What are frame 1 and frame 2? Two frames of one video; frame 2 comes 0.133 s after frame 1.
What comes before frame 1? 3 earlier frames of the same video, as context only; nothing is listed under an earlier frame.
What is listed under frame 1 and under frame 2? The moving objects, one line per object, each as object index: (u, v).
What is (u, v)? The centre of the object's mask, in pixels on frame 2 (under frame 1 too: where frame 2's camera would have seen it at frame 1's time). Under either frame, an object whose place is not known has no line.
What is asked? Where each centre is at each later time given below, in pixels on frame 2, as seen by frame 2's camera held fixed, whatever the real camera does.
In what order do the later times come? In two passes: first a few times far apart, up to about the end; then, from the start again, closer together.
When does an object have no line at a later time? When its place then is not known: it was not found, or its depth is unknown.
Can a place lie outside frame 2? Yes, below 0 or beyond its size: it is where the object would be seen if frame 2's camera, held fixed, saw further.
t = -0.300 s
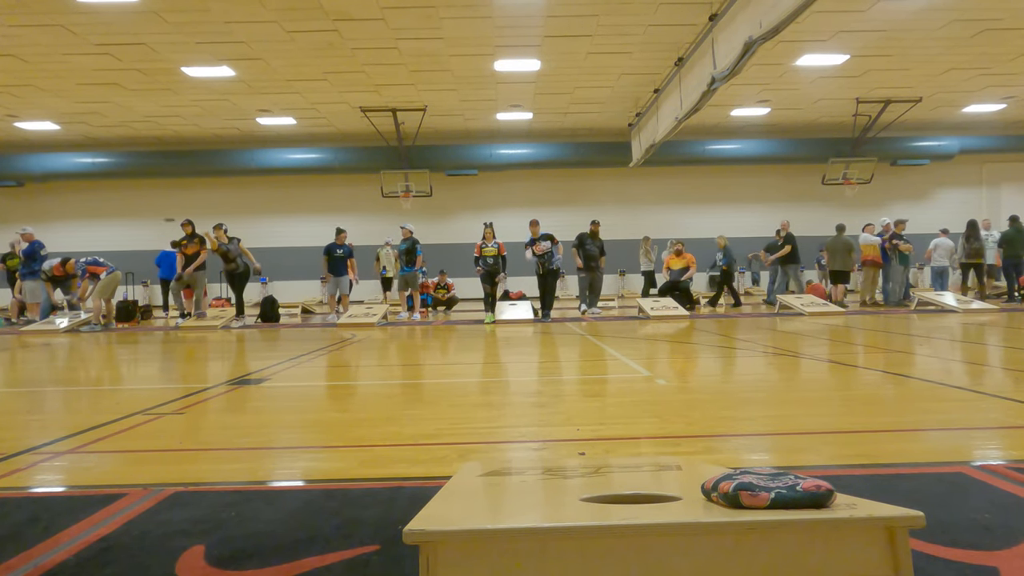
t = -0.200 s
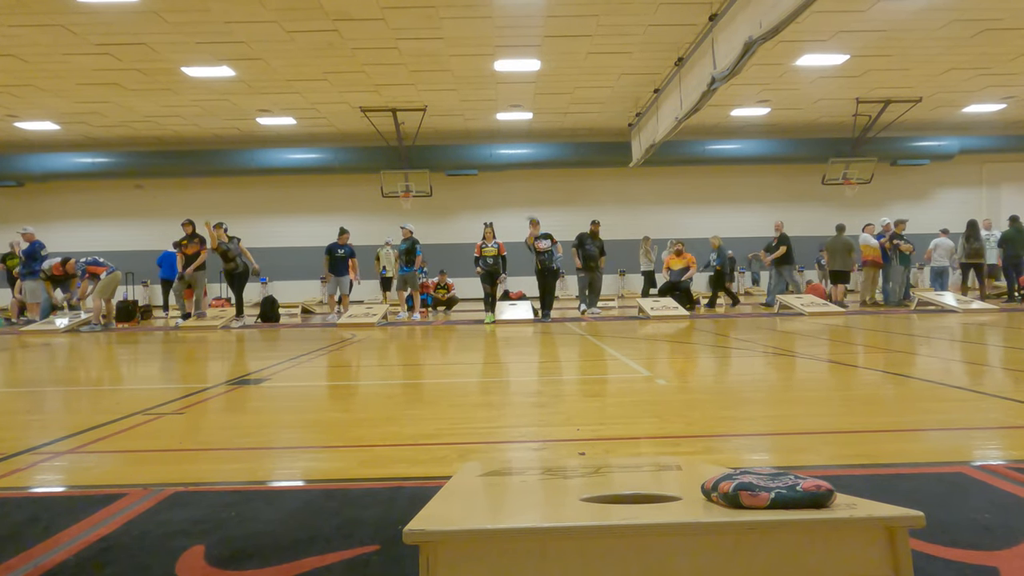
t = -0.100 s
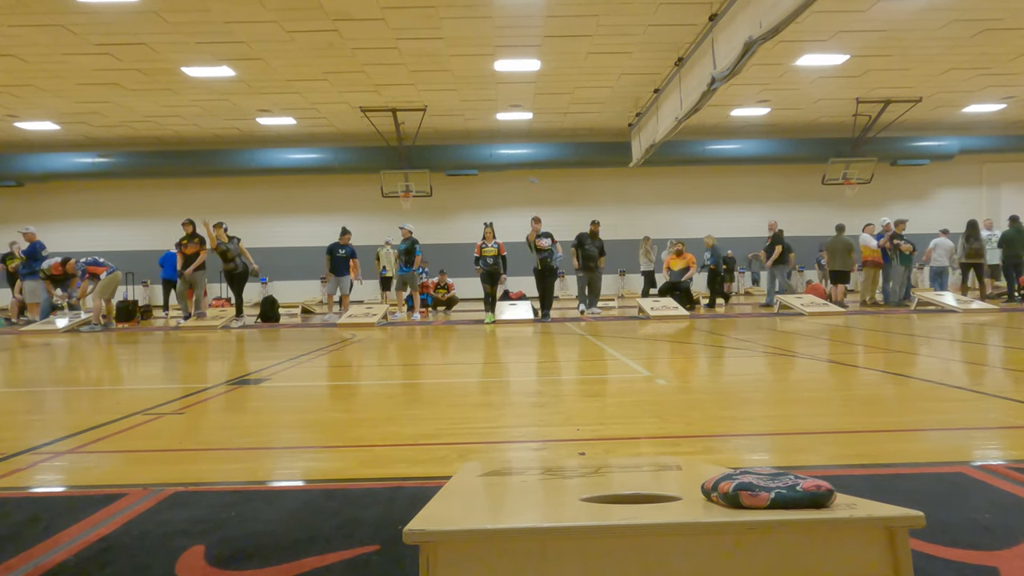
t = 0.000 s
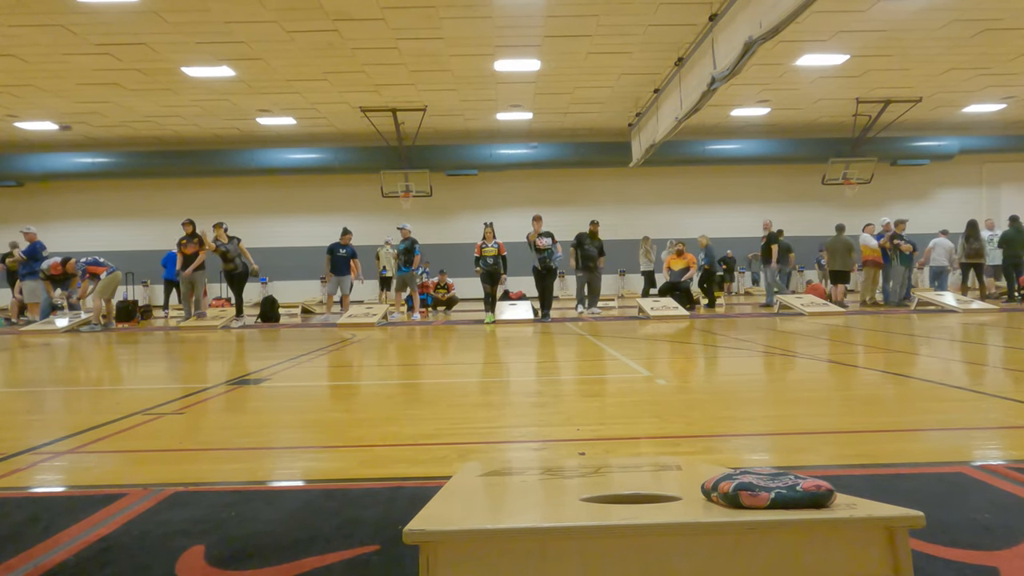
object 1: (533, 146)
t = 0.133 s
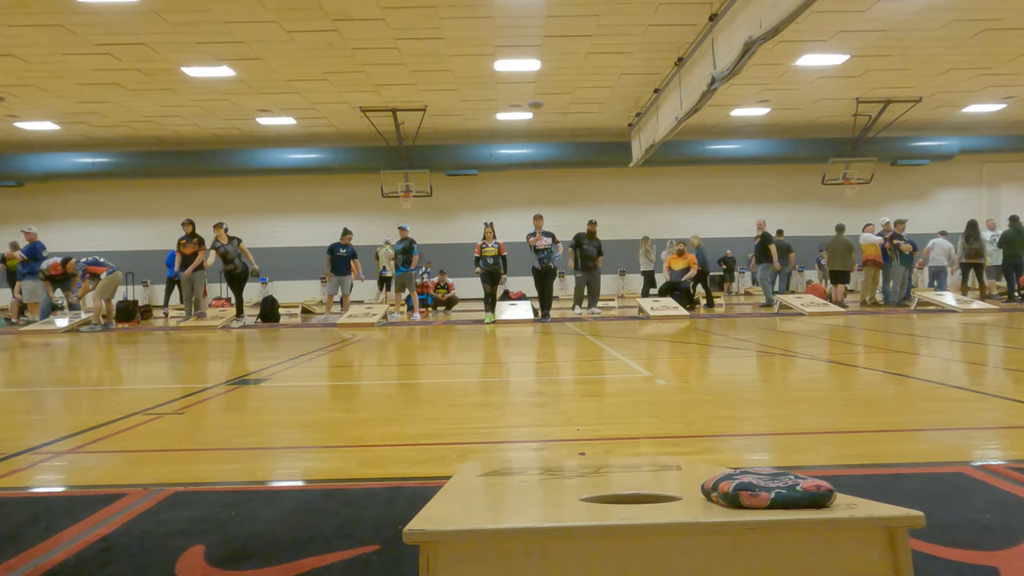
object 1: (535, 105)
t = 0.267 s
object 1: (540, 71)
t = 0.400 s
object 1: (541, 48)
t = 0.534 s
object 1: (547, 44)
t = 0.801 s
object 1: (570, 140)
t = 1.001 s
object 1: (615, 455)
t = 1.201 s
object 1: (626, 464)
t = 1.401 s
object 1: (633, 469)
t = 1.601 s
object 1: (633, 469)
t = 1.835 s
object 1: (633, 469)
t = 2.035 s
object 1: (633, 469)
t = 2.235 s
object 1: (633, 469)
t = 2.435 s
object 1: (633, 469)
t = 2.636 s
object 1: (633, 469)
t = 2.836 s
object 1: (633, 469)
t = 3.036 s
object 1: (633, 469)
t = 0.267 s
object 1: (540, 71)
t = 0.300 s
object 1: (540, 64)
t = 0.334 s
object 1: (542, 58)
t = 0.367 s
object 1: (541, 53)
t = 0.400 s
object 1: (541, 48)
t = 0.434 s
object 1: (542, 46)
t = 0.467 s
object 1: (544, 44)
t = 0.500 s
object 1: (545, 44)
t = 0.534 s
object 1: (547, 44)
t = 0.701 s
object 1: (557, 79)
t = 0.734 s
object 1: (560, 95)
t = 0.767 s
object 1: (565, 115)
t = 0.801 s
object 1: (570, 140)
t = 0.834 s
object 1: (575, 170)
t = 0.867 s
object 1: (579, 210)
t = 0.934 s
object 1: (596, 327)
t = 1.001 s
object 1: (615, 455)
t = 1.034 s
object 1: (616, 451)
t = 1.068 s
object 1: (617, 451)
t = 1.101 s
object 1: (618, 454)
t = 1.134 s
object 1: (622, 458)
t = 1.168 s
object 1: (627, 461)
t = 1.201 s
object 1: (626, 464)
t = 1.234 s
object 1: (628, 466)
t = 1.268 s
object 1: (629, 467)
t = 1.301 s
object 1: (631, 468)
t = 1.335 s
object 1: (632, 469)
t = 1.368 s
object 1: (633, 469)
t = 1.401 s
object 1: (633, 469)
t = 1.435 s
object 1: (633, 469)
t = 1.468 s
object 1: (633, 469)
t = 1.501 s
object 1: (633, 469)
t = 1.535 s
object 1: (633, 469)
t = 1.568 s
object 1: (633, 469)
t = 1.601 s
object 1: (633, 469)
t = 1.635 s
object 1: (633, 469)
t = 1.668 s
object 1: (633, 469)
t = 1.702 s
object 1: (633, 469)
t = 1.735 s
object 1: (633, 469)
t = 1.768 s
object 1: (633, 469)
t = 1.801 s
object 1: (633, 469)
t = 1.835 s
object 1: (633, 469)
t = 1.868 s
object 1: (633, 469)
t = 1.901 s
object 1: (633, 469)
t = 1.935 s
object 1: (633, 469)
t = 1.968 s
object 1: (633, 469)
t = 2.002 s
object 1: (633, 469)
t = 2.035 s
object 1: (633, 469)
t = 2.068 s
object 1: (633, 469)
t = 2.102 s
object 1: (633, 469)
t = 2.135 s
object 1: (633, 469)
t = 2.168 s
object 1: (633, 469)
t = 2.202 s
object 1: (633, 469)
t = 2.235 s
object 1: (633, 469)
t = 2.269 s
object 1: (633, 469)
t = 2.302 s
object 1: (633, 469)
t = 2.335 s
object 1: (633, 469)
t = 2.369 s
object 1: (633, 469)
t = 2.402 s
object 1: (633, 469)
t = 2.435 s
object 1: (633, 469)
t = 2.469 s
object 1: (633, 469)
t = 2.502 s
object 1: (633, 469)
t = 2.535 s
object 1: (633, 469)
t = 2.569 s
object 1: (633, 469)
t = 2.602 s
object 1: (633, 469)
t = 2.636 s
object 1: (633, 469)
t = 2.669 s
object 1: (633, 469)
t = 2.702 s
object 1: (633, 469)
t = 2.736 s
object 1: (633, 469)
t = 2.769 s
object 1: (633, 469)
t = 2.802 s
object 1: (633, 469)
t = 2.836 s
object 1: (633, 469)
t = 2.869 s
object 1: (633, 469)
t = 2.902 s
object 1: (633, 469)
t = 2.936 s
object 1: (633, 469)
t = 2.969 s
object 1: (633, 469)
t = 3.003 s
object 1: (633, 469)
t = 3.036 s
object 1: (633, 469)
